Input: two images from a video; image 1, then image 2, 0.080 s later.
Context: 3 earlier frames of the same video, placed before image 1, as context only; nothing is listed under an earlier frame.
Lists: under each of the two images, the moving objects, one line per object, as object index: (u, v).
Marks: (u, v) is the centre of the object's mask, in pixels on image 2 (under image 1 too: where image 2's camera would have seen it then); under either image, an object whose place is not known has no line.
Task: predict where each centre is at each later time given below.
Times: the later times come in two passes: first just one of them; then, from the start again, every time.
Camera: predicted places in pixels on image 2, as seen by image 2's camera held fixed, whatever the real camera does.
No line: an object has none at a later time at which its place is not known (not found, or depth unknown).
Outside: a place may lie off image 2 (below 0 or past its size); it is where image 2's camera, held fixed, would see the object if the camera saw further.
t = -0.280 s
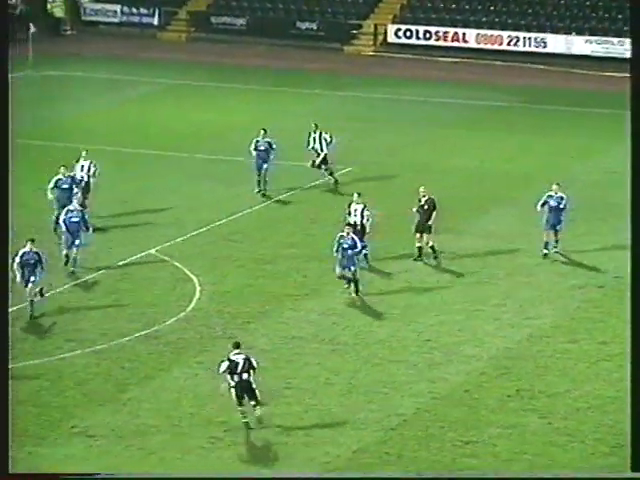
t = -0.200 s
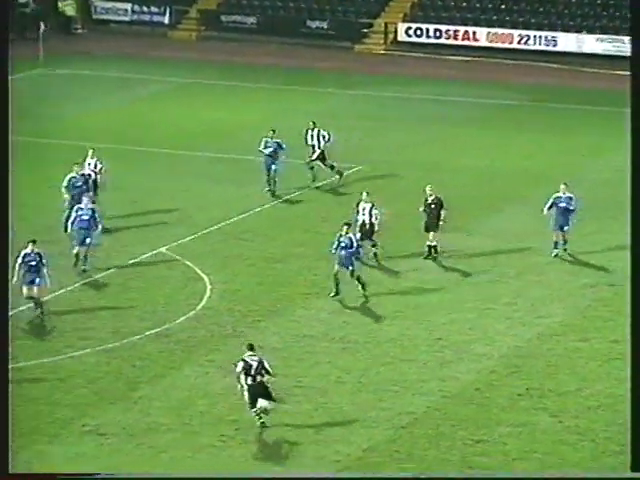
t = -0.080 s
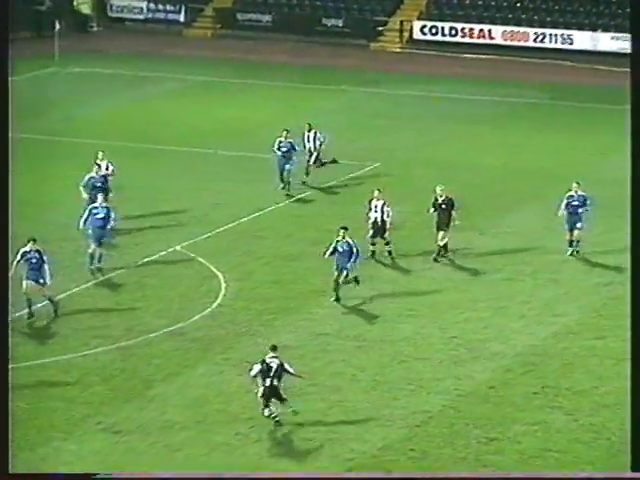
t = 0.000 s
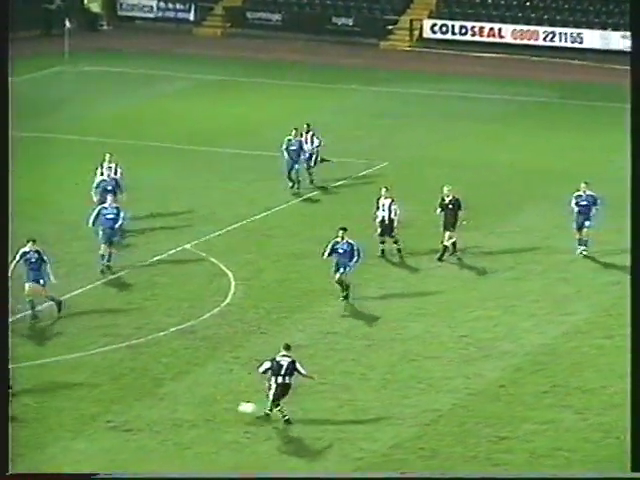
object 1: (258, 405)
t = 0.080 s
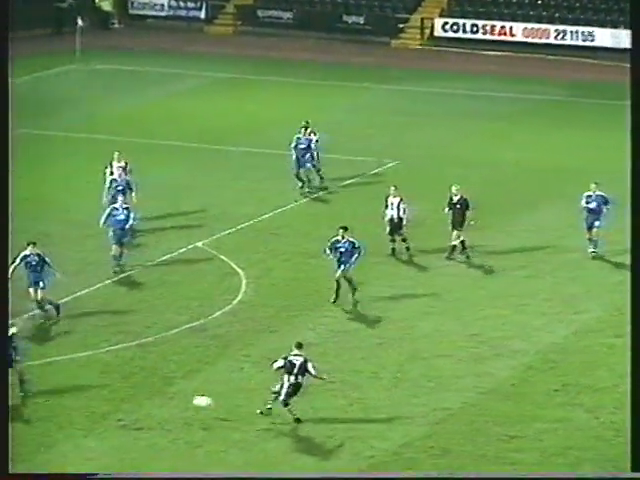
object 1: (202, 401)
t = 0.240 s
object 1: (88, 405)
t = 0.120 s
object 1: (174, 401)
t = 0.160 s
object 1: (146, 401)
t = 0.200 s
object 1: (116, 402)
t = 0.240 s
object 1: (88, 405)
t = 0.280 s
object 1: (58, 408)
